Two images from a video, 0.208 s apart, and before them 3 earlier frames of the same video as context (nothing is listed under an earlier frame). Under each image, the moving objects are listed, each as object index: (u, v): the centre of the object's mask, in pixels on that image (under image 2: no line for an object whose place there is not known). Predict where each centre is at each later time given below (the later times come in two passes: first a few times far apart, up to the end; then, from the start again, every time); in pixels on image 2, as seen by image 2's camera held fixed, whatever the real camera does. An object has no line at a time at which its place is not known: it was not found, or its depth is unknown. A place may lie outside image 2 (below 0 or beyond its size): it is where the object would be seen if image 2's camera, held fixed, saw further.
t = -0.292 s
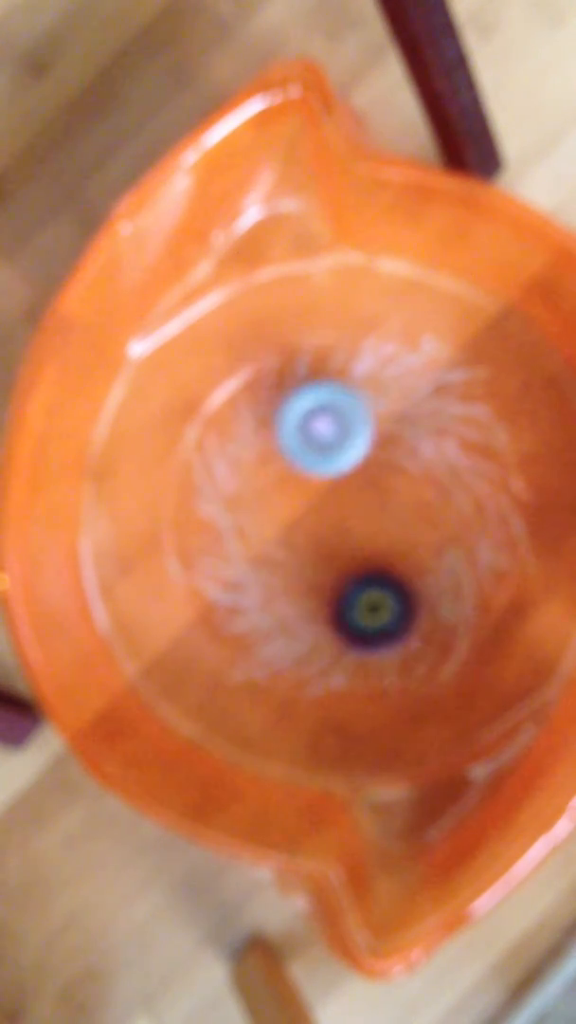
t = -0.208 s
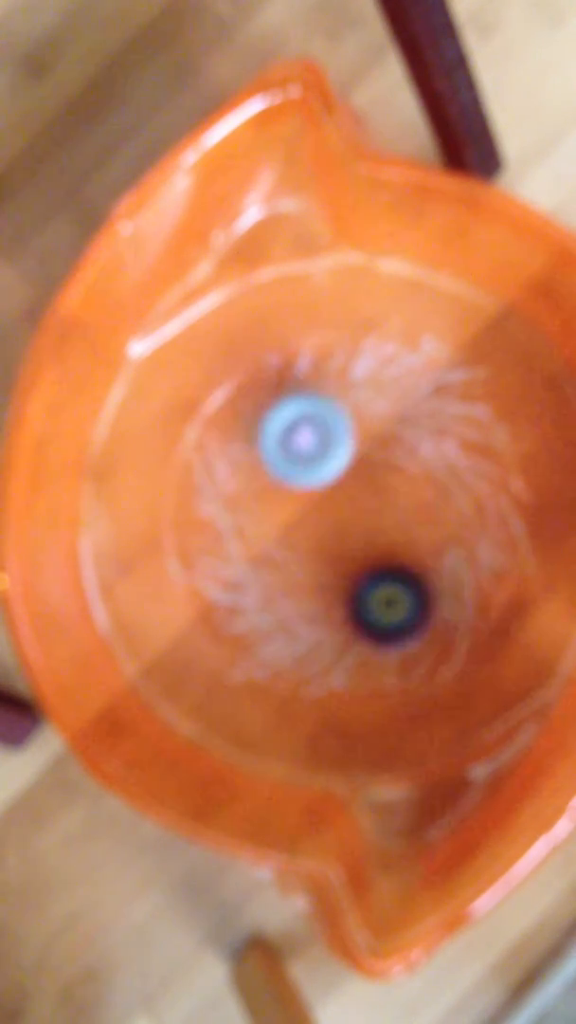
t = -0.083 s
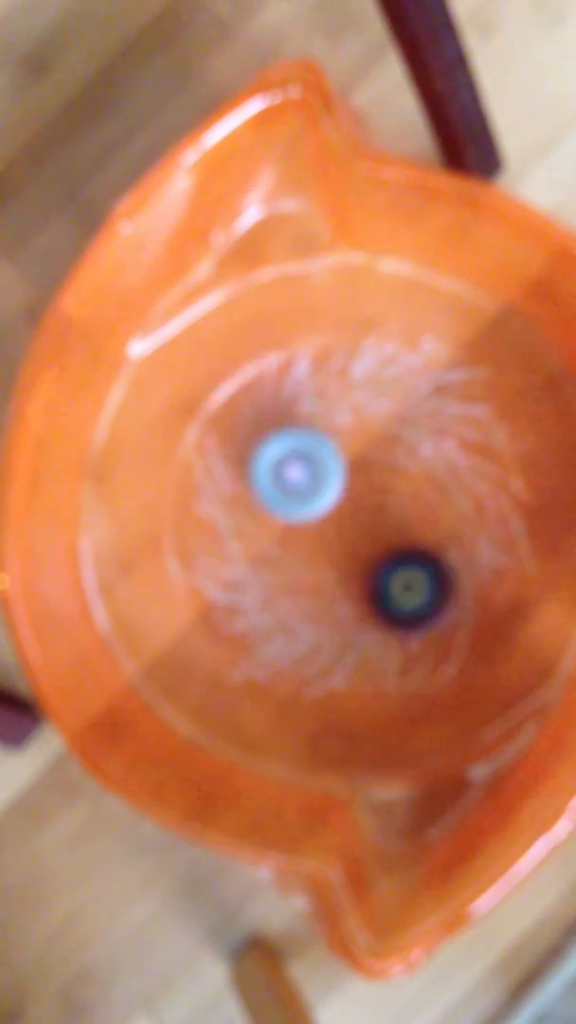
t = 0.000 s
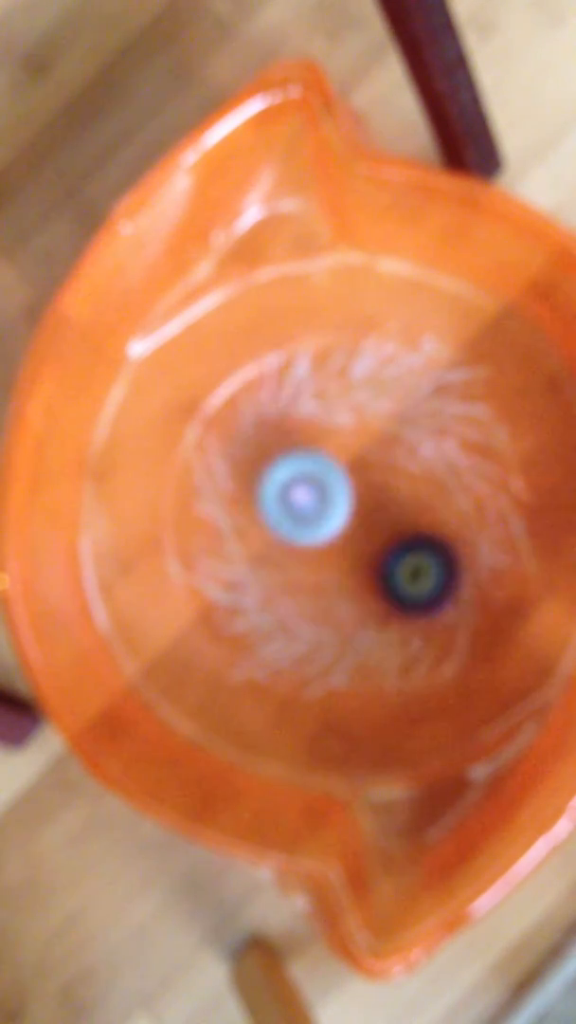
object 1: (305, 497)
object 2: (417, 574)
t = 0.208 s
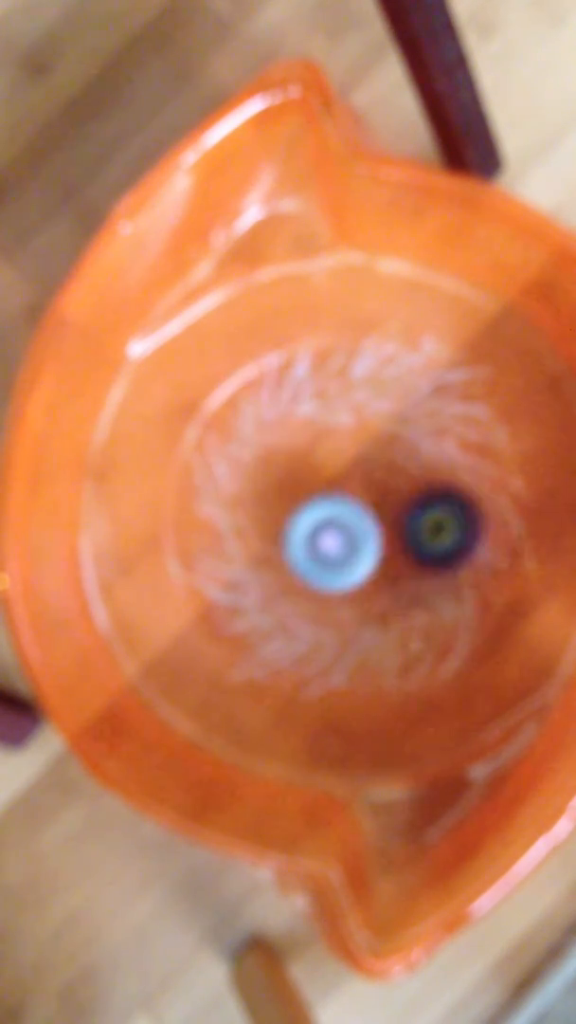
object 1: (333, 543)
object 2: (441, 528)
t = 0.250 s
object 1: (334, 550)
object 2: (447, 517)
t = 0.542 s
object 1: (356, 571)
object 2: (417, 470)
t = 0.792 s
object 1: (373, 572)
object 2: (364, 447)
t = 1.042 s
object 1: (383, 587)
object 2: (317, 469)
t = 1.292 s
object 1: (382, 563)
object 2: (287, 512)
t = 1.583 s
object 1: (416, 540)
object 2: (277, 539)
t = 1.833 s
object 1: (403, 508)
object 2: (306, 539)
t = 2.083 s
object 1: (404, 470)
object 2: (252, 585)
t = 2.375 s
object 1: (354, 487)
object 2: (258, 586)
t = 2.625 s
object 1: (370, 487)
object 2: (238, 629)
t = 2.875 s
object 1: (375, 454)
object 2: (239, 624)
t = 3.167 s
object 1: (349, 490)
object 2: (265, 559)
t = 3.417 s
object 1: (396, 505)
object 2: (277, 560)
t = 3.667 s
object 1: (413, 542)
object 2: (265, 561)
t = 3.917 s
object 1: (393, 566)
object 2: (270, 538)
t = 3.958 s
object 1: (385, 566)
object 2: (267, 540)
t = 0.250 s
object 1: (334, 550)
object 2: (447, 517)
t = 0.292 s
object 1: (334, 555)
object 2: (447, 510)
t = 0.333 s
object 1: (336, 561)
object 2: (445, 501)
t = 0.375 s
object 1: (338, 565)
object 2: (443, 493)
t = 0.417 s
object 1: (342, 569)
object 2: (438, 486)
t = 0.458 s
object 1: (347, 571)
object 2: (433, 481)
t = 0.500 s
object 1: (351, 573)
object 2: (427, 476)
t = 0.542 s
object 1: (356, 571)
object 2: (417, 470)
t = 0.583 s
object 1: (361, 570)
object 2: (409, 468)
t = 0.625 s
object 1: (366, 566)
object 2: (402, 465)
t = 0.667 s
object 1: (369, 563)
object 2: (394, 465)
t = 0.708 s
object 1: (371, 561)
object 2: (383, 461)
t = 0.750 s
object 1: (371, 567)
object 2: (374, 450)
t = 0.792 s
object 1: (373, 572)
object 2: (364, 447)
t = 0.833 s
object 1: (374, 578)
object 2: (355, 448)
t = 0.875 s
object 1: (376, 583)
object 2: (345, 451)
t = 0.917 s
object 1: (377, 587)
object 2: (338, 454)
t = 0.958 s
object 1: (380, 588)
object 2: (330, 459)
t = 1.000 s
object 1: (381, 589)
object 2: (323, 464)
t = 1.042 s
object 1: (383, 587)
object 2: (317, 469)
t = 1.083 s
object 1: (385, 585)
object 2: (311, 477)
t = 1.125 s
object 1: (386, 580)
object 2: (307, 486)
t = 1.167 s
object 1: (384, 575)
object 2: (304, 494)
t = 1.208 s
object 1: (380, 566)
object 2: (302, 502)
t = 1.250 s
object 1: (379, 564)
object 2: (296, 507)
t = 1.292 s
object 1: (382, 563)
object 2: (287, 512)
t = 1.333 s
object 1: (386, 562)
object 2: (285, 514)
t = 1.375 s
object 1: (386, 559)
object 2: (287, 518)
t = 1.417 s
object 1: (388, 557)
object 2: (290, 523)
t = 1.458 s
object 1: (390, 554)
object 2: (287, 528)
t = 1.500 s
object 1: (402, 550)
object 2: (277, 533)
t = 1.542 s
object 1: (409, 546)
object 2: (275, 535)
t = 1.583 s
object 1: (416, 540)
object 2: (277, 539)
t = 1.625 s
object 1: (420, 534)
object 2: (282, 540)
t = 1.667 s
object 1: (422, 525)
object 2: (286, 542)
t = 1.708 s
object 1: (420, 521)
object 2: (291, 542)
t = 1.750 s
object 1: (416, 515)
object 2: (297, 542)
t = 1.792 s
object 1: (411, 512)
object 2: (302, 541)
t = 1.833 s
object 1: (403, 508)
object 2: (306, 539)
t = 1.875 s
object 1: (401, 503)
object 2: (300, 548)
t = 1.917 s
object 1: (405, 494)
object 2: (276, 567)
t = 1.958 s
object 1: (408, 487)
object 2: (263, 578)
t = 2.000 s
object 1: (408, 481)
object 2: (258, 583)
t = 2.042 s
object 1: (408, 473)
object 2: (255, 583)
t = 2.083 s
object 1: (404, 470)
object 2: (252, 585)
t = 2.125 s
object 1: (400, 465)
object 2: (249, 586)
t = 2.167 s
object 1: (393, 464)
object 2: (249, 587)
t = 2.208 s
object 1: (385, 463)
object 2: (249, 588)
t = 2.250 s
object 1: (377, 466)
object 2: (251, 588)
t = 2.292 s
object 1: (366, 471)
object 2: (253, 589)
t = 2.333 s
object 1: (361, 479)
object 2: (255, 587)
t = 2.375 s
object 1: (354, 487)
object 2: (258, 586)
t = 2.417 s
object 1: (349, 495)
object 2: (261, 584)
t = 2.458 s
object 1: (344, 506)
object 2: (265, 581)
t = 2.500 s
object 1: (342, 511)
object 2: (264, 583)
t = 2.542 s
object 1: (354, 503)
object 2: (245, 613)
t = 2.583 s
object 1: (362, 494)
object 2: (238, 626)
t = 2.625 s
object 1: (370, 487)
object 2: (238, 629)
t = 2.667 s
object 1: (374, 480)
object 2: (238, 629)
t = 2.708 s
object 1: (377, 472)
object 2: (235, 629)
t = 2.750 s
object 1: (379, 468)
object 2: (237, 630)
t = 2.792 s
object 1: (379, 462)
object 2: (238, 629)
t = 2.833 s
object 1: (380, 457)
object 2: (239, 627)
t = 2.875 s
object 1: (375, 454)
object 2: (239, 624)
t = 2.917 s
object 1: (372, 452)
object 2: (240, 623)
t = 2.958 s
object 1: (367, 454)
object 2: (241, 619)
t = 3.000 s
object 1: (359, 457)
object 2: (243, 613)
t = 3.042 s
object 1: (356, 465)
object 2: (244, 604)
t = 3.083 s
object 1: (351, 473)
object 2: (248, 592)
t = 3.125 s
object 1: (350, 480)
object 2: (253, 577)
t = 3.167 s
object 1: (349, 490)
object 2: (265, 559)
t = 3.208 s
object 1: (350, 497)
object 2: (274, 546)
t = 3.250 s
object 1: (367, 498)
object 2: (263, 551)
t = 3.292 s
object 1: (376, 499)
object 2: (260, 562)
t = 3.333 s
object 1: (380, 499)
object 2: (263, 570)
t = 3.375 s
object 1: (388, 501)
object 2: (272, 569)
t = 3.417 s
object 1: (396, 505)
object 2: (277, 560)
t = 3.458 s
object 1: (401, 509)
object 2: (273, 548)
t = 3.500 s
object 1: (406, 515)
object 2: (266, 545)
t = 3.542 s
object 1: (409, 522)
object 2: (261, 549)
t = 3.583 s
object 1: (412, 528)
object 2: (261, 554)
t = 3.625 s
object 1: (414, 535)
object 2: (263, 558)
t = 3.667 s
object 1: (413, 542)
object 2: (265, 561)
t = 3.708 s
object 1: (413, 547)
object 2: (270, 561)
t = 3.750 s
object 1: (411, 553)
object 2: (277, 557)
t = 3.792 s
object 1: (407, 559)
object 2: (280, 550)
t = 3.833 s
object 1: (404, 562)
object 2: (278, 544)
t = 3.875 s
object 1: (400, 564)
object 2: (275, 540)
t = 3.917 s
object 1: (393, 566)
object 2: (270, 538)
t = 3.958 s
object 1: (385, 566)
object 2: (267, 540)
